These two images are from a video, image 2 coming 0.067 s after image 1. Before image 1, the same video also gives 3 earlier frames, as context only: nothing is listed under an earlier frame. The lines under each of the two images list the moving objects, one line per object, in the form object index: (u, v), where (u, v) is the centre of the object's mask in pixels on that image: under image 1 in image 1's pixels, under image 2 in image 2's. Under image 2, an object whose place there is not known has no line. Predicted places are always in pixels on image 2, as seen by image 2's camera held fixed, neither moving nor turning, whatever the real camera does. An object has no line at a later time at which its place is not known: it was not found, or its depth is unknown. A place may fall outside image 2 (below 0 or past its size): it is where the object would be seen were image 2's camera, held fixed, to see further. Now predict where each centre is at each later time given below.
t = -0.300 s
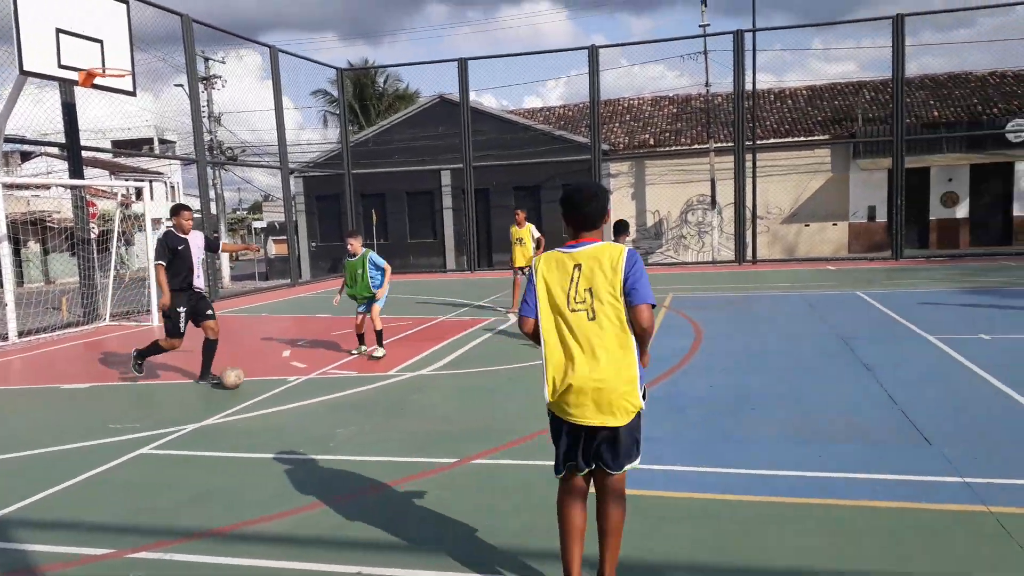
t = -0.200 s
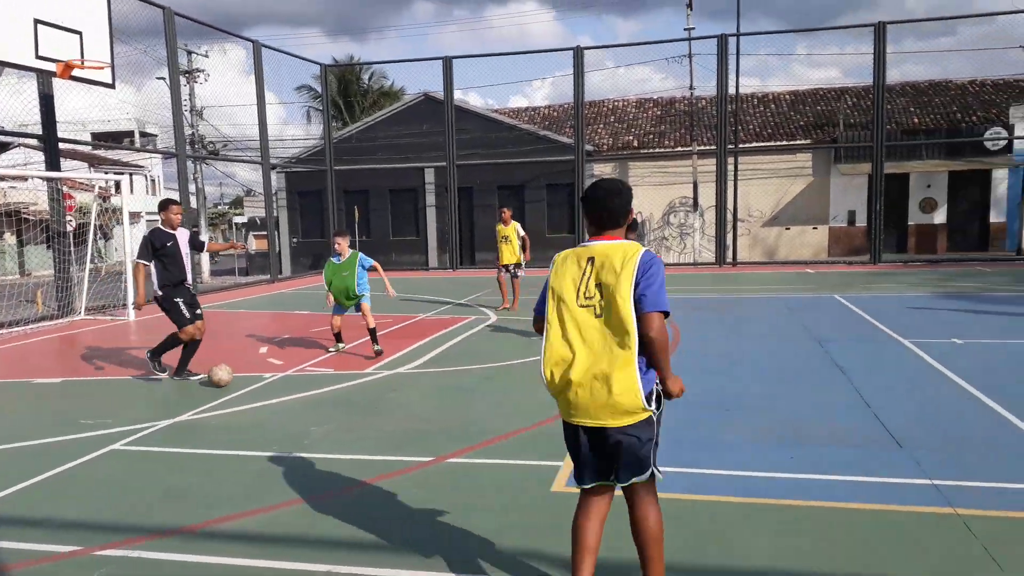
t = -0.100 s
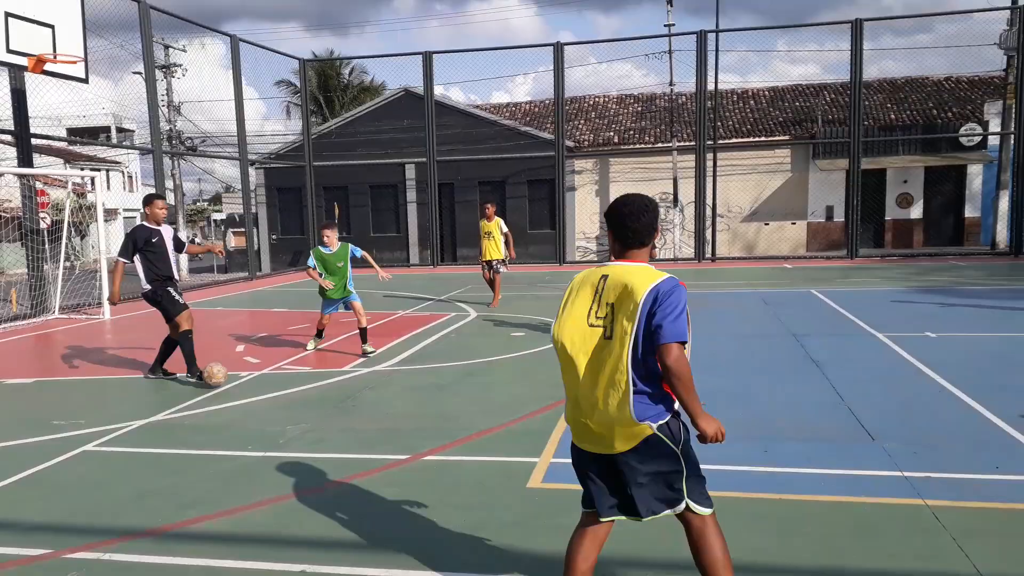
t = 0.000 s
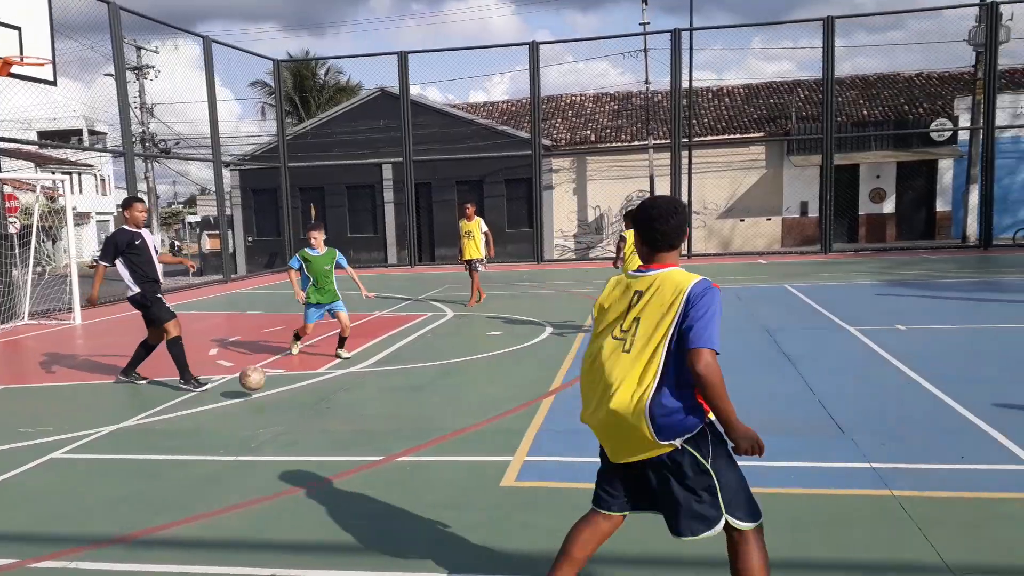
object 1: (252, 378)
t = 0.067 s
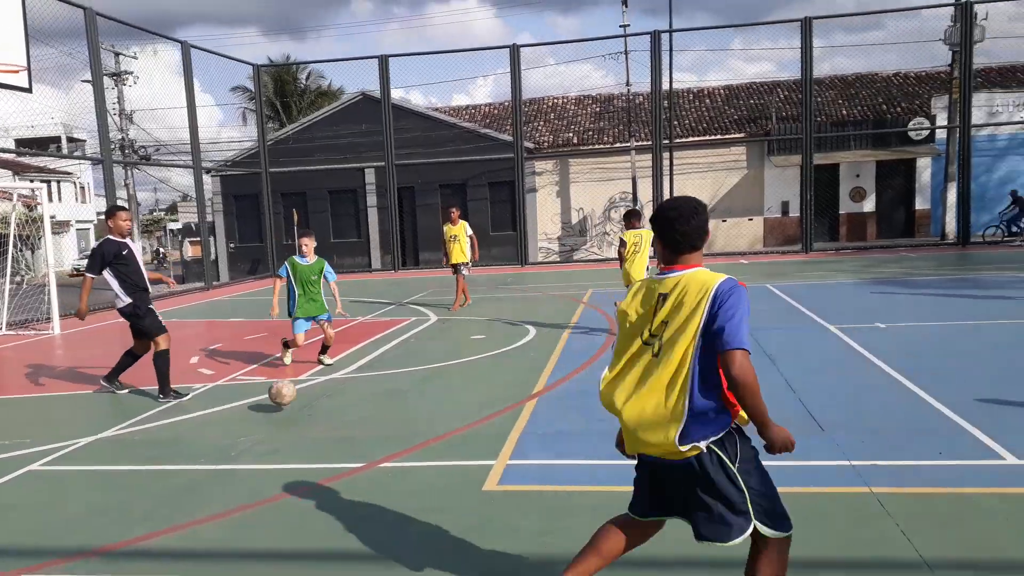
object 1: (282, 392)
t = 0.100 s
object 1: (308, 398)
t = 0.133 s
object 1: (335, 405)
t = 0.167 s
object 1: (357, 405)
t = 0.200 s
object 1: (379, 405)
